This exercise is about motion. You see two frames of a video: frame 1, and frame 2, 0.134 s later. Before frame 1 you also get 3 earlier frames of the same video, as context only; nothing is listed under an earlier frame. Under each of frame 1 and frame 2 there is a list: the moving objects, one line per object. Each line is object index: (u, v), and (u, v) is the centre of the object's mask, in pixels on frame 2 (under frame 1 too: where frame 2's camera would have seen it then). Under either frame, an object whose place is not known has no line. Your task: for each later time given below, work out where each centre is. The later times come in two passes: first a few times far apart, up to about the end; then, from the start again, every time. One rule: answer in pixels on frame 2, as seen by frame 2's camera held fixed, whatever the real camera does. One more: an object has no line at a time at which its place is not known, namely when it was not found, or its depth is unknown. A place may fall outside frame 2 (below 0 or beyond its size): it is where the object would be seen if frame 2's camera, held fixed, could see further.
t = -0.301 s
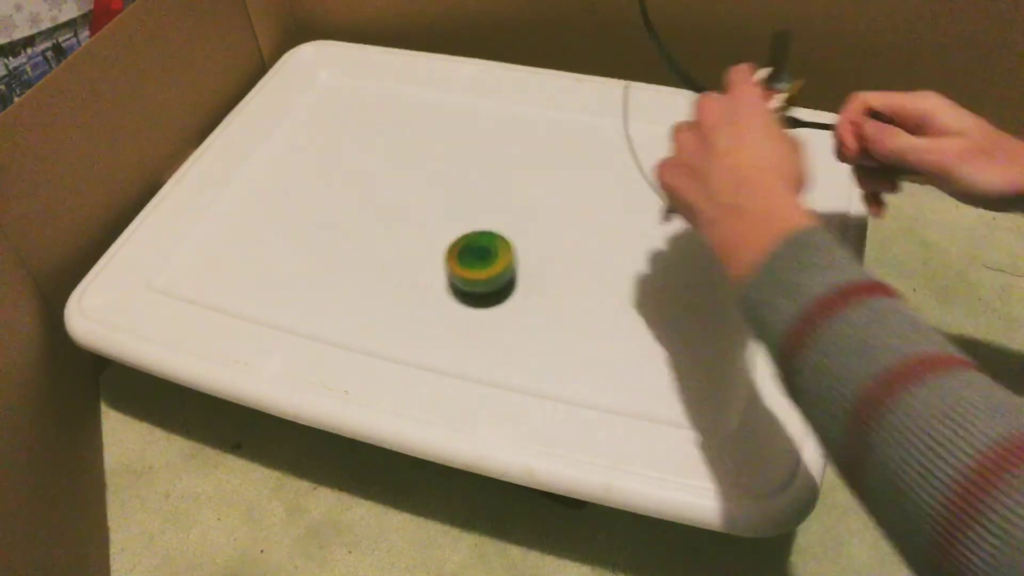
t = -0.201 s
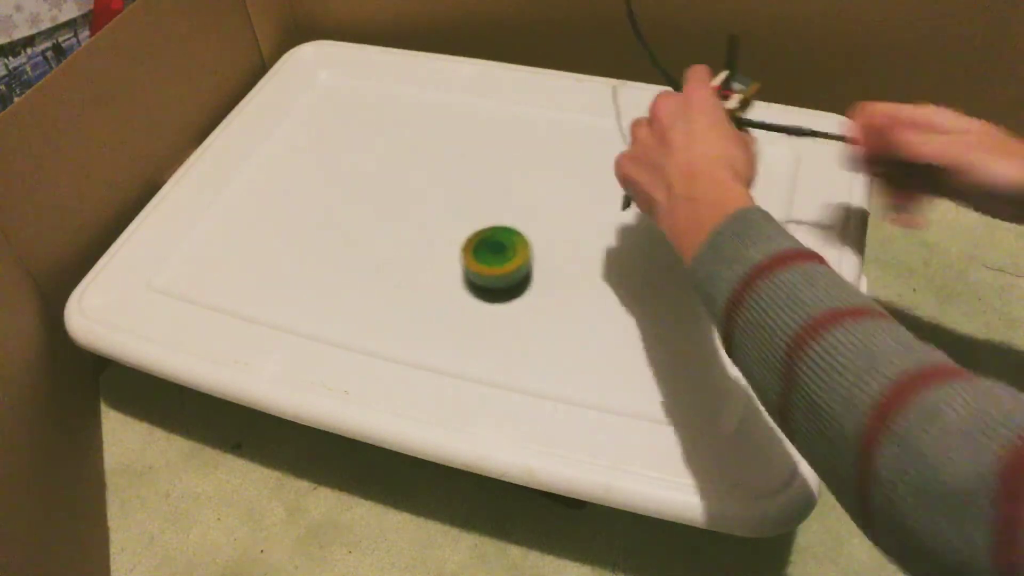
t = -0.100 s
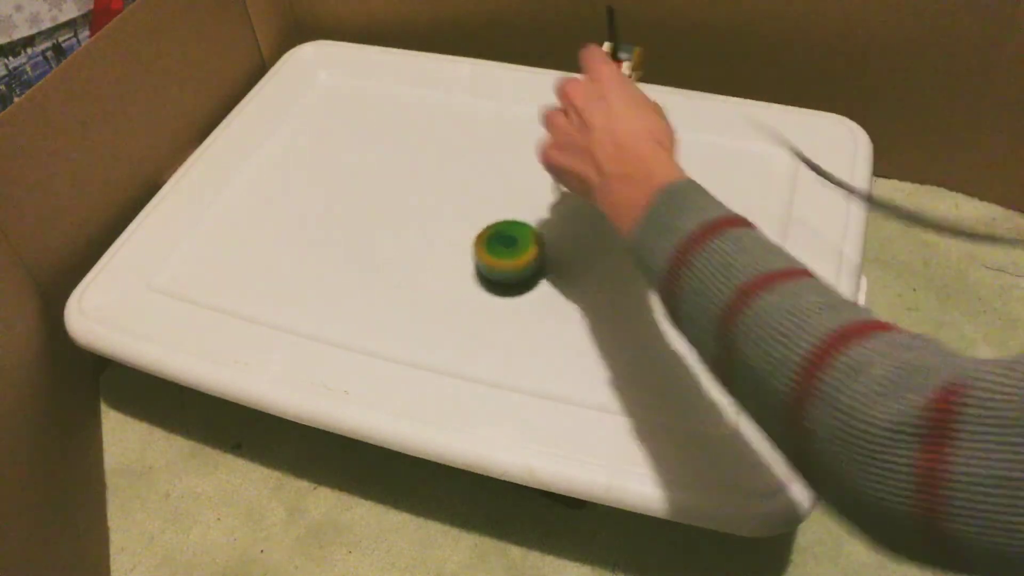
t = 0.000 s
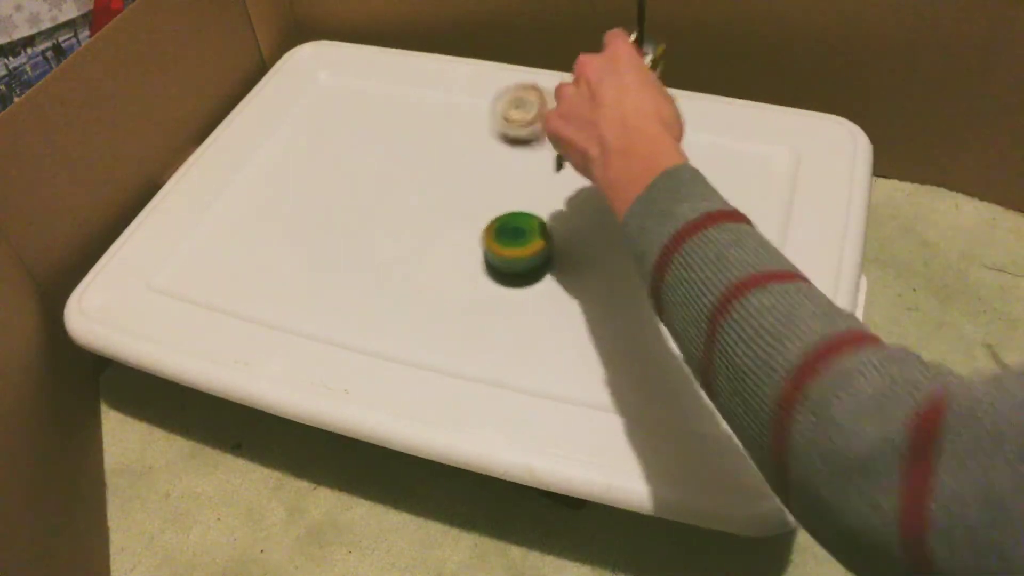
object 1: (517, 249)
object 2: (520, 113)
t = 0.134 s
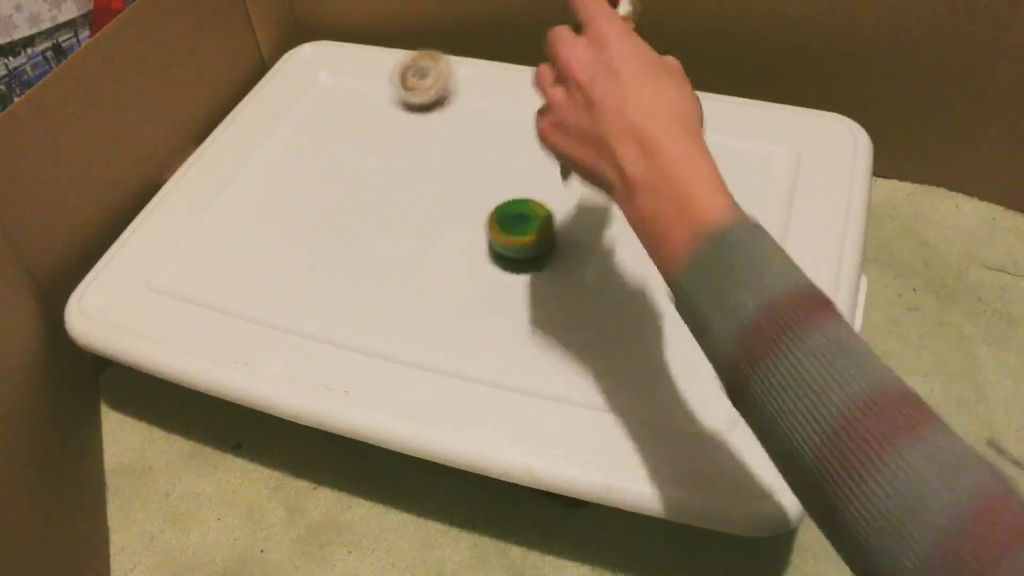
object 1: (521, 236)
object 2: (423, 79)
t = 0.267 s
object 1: (516, 221)
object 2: (336, 78)
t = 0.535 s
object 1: (476, 203)
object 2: (264, 71)
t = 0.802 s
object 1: (429, 213)
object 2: (227, 102)
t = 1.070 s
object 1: (406, 231)
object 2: (179, 162)
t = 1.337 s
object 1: (400, 247)
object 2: (148, 232)
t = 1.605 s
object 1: (412, 257)
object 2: (144, 294)
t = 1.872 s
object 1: (442, 256)
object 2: (157, 404)
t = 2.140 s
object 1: (474, 241)
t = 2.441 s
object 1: (491, 210)
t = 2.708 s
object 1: (481, 196)
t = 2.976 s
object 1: (463, 198)
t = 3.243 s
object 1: (447, 219)
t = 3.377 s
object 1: (449, 234)
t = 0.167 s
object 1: (520, 232)
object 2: (399, 80)
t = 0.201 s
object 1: (520, 228)
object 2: (375, 81)
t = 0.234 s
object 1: (517, 225)
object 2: (355, 79)
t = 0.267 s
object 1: (516, 221)
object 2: (336, 78)
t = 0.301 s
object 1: (514, 218)
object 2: (320, 77)
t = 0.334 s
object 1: (510, 214)
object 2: (304, 74)
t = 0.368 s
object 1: (506, 211)
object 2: (292, 69)
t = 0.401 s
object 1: (501, 209)
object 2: (281, 70)
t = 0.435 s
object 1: (495, 207)
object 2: (268, 69)
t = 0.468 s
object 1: (489, 206)
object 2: (257, 69)
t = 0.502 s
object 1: (483, 204)
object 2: (261, 70)
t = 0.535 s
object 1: (476, 203)
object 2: (264, 71)
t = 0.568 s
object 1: (470, 203)
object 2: (266, 72)
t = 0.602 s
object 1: (464, 203)
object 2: (265, 74)
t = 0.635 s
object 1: (457, 204)
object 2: (262, 77)
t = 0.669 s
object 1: (451, 205)
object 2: (257, 80)
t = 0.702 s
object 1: (445, 207)
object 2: (250, 84)
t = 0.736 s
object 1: (439, 209)
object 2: (242, 89)
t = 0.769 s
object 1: (434, 211)
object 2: (233, 96)
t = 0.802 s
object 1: (429, 213)
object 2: (227, 102)
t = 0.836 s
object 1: (425, 216)
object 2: (220, 109)
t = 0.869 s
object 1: (422, 218)
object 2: (214, 116)
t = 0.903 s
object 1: (418, 220)
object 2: (207, 124)
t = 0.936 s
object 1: (415, 222)
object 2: (201, 131)
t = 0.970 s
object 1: (412, 224)
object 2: (195, 138)
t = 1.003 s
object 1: (410, 227)
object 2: (190, 146)
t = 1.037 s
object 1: (408, 229)
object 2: (184, 154)
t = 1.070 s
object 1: (406, 231)
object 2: (179, 162)
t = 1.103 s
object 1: (404, 233)
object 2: (175, 169)
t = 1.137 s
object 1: (403, 235)
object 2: (170, 178)
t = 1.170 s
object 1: (402, 237)
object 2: (165, 186)
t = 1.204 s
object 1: (401, 238)
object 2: (161, 194)
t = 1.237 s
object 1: (400, 240)
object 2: (158, 204)
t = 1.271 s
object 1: (399, 242)
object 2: (154, 213)
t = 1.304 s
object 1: (399, 244)
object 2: (151, 222)
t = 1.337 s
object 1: (400, 247)
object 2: (148, 232)
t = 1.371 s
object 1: (400, 248)
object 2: (144, 241)
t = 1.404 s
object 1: (401, 250)
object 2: (140, 249)
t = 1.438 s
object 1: (402, 252)
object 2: (139, 261)
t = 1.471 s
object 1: (403, 253)
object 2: (140, 268)
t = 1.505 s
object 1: (405, 254)
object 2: (143, 272)
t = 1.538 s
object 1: (407, 255)
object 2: (143, 278)
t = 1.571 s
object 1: (409, 256)
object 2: (144, 285)
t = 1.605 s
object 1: (412, 257)
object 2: (144, 294)
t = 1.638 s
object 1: (415, 257)
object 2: (143, 302)
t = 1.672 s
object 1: (418, 258)
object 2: (143, 309)
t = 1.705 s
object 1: (421, 258)
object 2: (144, 316)
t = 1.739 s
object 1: (425, 258)
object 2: (147, 326)
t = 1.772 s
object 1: (429, 259)
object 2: (151, 340)
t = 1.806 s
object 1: (433, 258)
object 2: (154, 354)
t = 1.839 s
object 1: (437, 258)
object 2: (159, 374)
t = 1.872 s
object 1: (442, 256)
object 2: (157, 404)
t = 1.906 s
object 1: (445, 255)
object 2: (152, 458)
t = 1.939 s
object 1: (450, 254)
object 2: (156, 518)
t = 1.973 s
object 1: (454, 253)
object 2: (166, 557)
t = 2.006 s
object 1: (458, 251)
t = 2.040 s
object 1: (463, 248)
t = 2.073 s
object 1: (467, 246)
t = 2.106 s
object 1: (470, 243)
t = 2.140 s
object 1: (474, 241)
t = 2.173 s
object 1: (478, 238)
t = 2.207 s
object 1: (482, 235)
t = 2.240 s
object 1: (485, 231)
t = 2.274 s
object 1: (488, 227)
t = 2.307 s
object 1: (490, 223)
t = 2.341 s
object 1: (491, 220)
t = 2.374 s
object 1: (492, 216)
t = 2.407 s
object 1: (492, 213)
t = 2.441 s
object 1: (491, 210)
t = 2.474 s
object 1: (491, 208)
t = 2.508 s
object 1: (490, 205)
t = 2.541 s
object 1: (489, 203)
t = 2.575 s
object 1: (488, 201)
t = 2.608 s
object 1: (486, 199)
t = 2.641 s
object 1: (485, 198)
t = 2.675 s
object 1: (483, 197)
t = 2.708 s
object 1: (481, 196)
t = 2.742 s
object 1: (478, 195)
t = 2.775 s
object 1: (476, 195)
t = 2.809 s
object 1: (474, 195)
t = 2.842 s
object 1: (472, 195)
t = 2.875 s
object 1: (470, 195)
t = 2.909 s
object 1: (467, 196)
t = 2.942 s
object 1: (465, 197)
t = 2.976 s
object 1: (463, 198)
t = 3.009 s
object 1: (460, 199)
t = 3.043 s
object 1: (457, 201)
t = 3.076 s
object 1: (455, 204)
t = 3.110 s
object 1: (453, 206)
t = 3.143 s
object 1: (451, 208)
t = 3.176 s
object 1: (448, 212)
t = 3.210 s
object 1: (447, 215)
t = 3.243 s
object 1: (447, 219)
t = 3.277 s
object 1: (446, 223)
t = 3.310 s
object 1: (447, 227)
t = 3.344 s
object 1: (448, 230)
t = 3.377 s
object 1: (449, 234)
